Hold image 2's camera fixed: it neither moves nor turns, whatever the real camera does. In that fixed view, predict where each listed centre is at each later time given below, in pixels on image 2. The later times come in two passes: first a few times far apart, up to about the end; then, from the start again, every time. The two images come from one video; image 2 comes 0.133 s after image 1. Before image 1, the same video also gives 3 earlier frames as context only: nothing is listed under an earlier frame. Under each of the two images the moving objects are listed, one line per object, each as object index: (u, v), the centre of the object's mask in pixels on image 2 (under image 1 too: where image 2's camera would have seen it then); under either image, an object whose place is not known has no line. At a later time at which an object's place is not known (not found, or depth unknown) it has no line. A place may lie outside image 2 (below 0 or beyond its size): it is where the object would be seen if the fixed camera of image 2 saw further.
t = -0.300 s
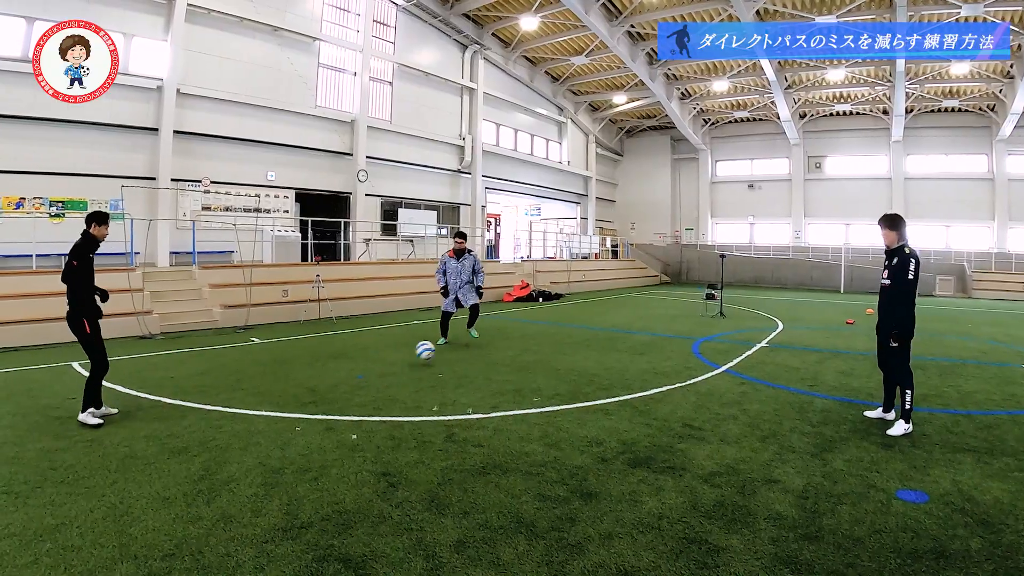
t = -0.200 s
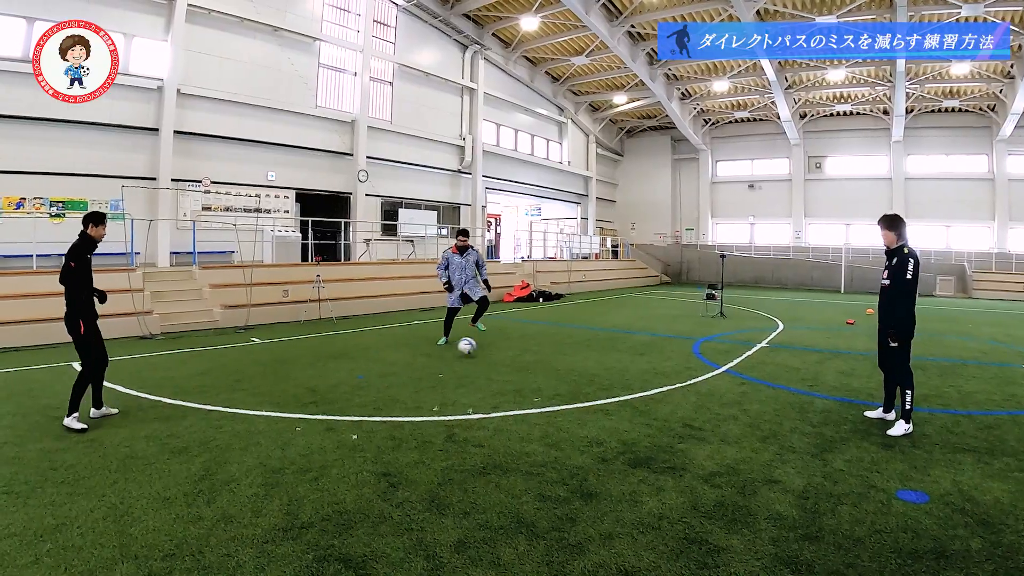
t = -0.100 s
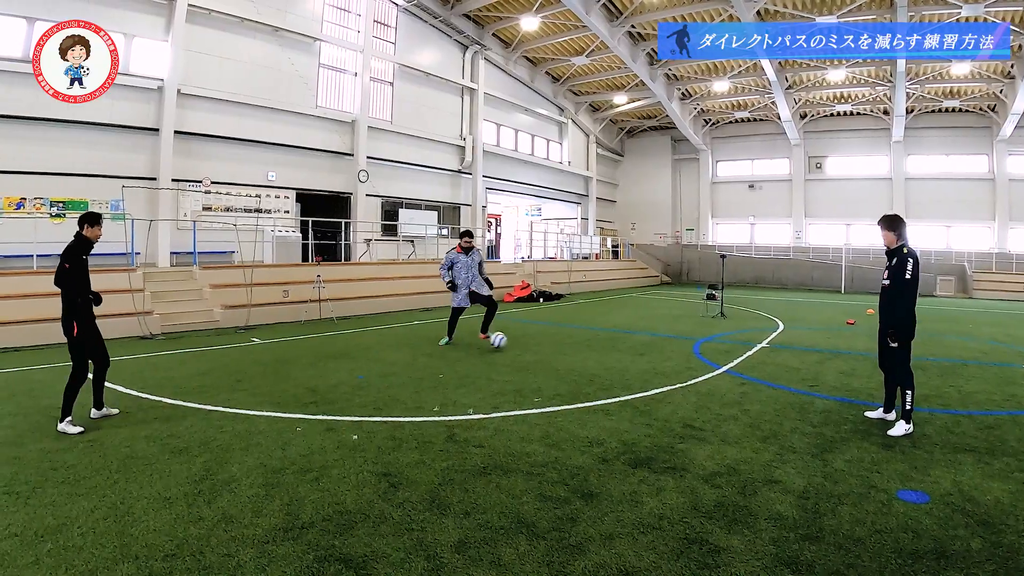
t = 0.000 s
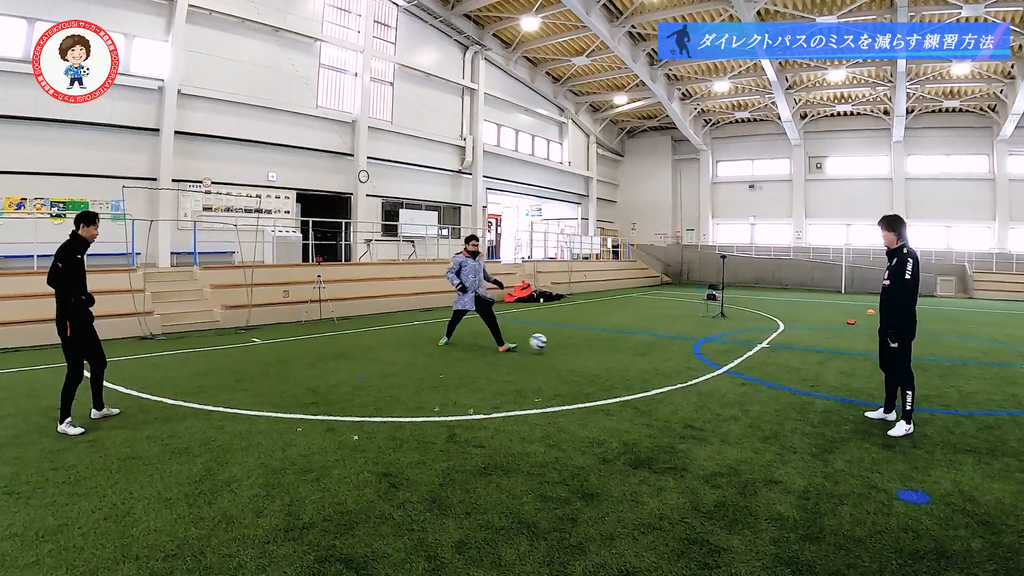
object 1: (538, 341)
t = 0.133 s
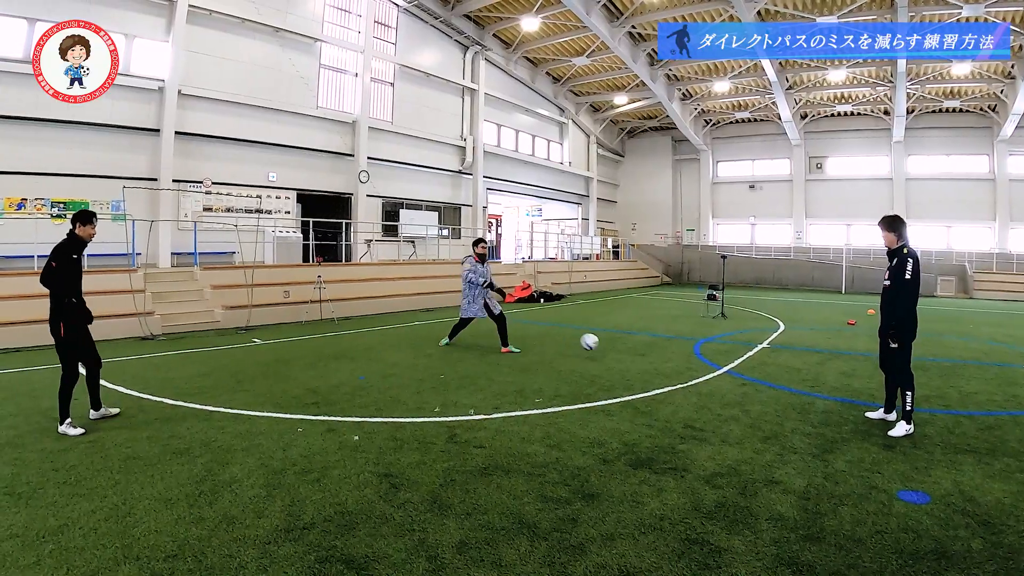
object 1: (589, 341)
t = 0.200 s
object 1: (615, 347)
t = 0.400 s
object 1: (681, 348)
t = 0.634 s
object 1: (747, 352)
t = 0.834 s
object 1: (802, 355)
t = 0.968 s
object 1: (837, 358)
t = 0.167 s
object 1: (602, 344)
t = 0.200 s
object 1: (615, 347)
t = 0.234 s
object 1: (628, 351)
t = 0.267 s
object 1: (640, 352)
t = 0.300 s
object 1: (650, 350)
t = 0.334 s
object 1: (660, 348)
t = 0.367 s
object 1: (670, 348)
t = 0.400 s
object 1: (681, 348)
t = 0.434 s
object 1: (690, 350)
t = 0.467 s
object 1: (700, 351)
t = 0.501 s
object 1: (710, 354)
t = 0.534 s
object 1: (720, 355)
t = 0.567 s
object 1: (729, 353)
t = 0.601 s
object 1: (739, 352)
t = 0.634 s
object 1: (747, 352)
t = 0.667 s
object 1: (757, 353)
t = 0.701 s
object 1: (766, 354)
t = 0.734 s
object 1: (775, 358)
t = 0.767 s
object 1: (784, 357)
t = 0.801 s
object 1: (793, 356)
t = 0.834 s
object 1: (802, 355)
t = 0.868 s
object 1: (811, 355)
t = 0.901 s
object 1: (820, 357)
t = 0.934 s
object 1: (828, 359)
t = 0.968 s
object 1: (837, 358)
